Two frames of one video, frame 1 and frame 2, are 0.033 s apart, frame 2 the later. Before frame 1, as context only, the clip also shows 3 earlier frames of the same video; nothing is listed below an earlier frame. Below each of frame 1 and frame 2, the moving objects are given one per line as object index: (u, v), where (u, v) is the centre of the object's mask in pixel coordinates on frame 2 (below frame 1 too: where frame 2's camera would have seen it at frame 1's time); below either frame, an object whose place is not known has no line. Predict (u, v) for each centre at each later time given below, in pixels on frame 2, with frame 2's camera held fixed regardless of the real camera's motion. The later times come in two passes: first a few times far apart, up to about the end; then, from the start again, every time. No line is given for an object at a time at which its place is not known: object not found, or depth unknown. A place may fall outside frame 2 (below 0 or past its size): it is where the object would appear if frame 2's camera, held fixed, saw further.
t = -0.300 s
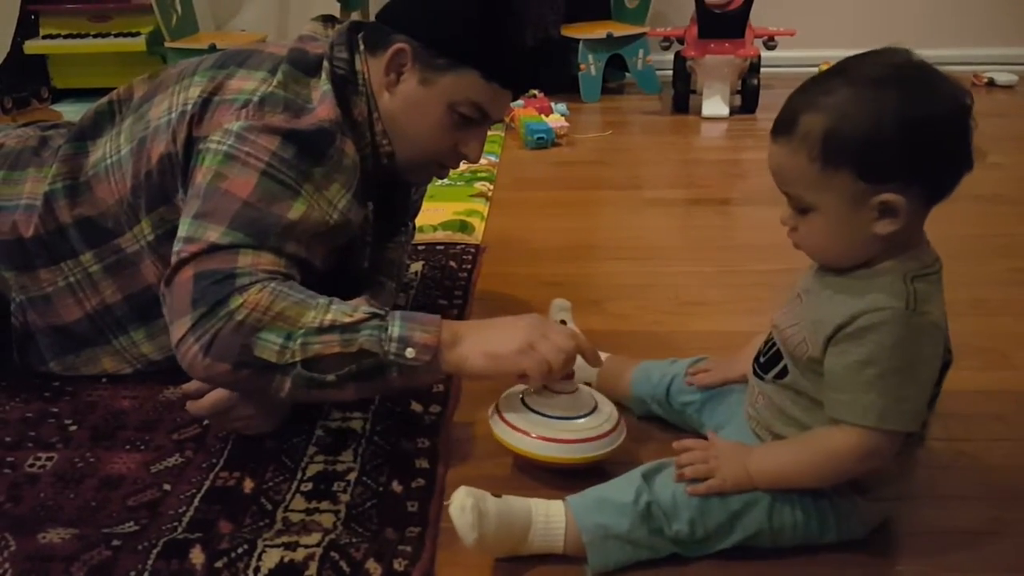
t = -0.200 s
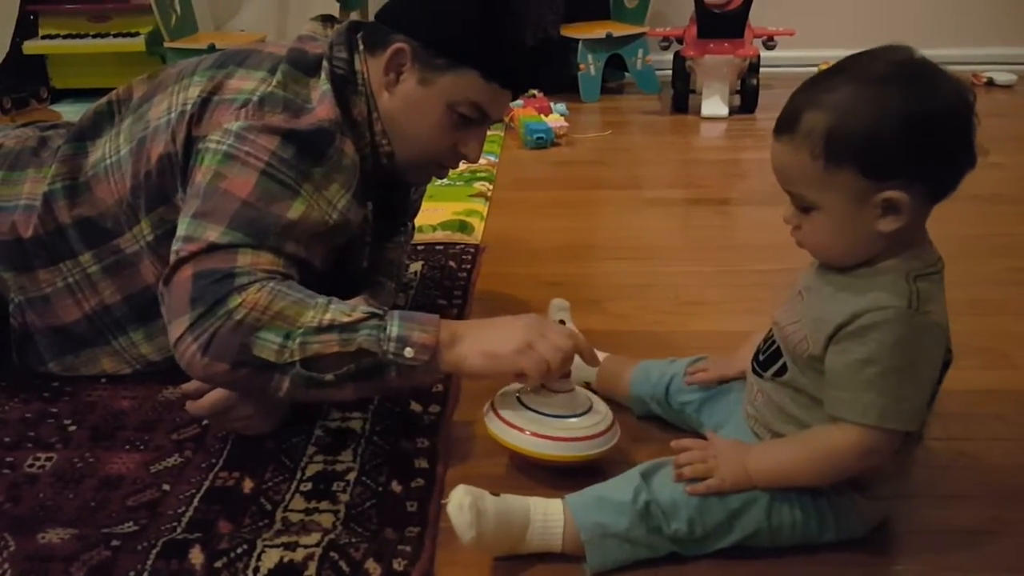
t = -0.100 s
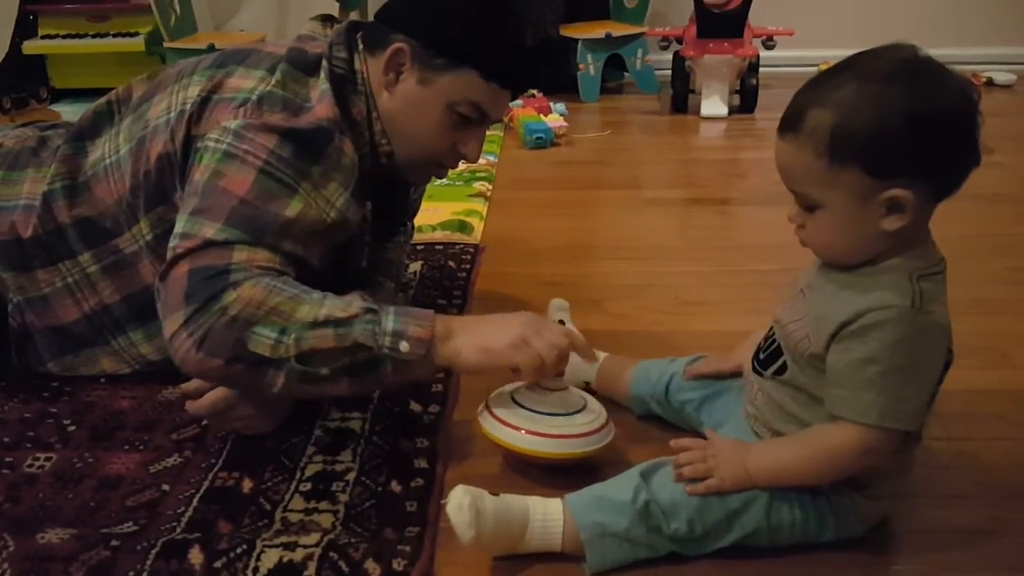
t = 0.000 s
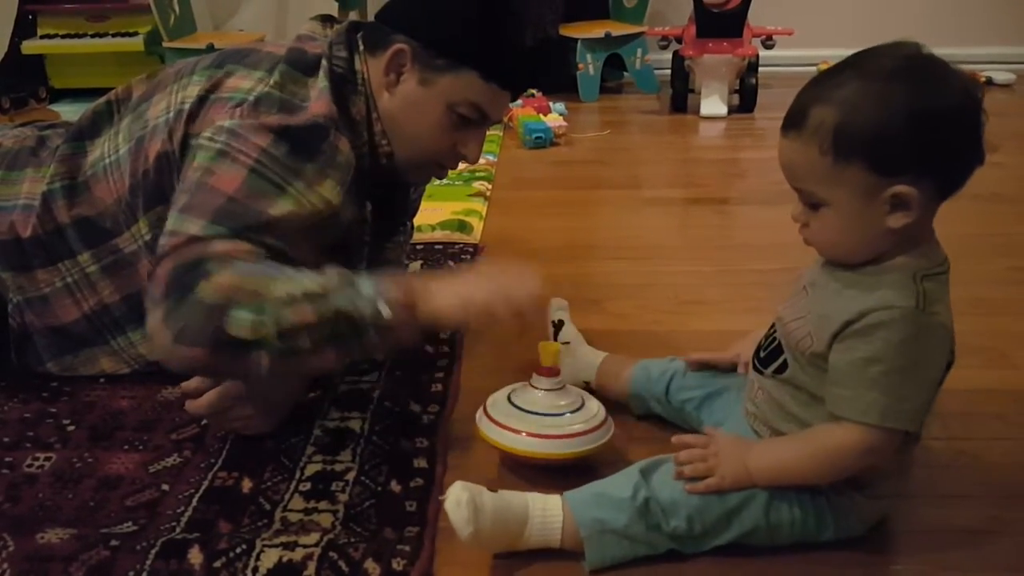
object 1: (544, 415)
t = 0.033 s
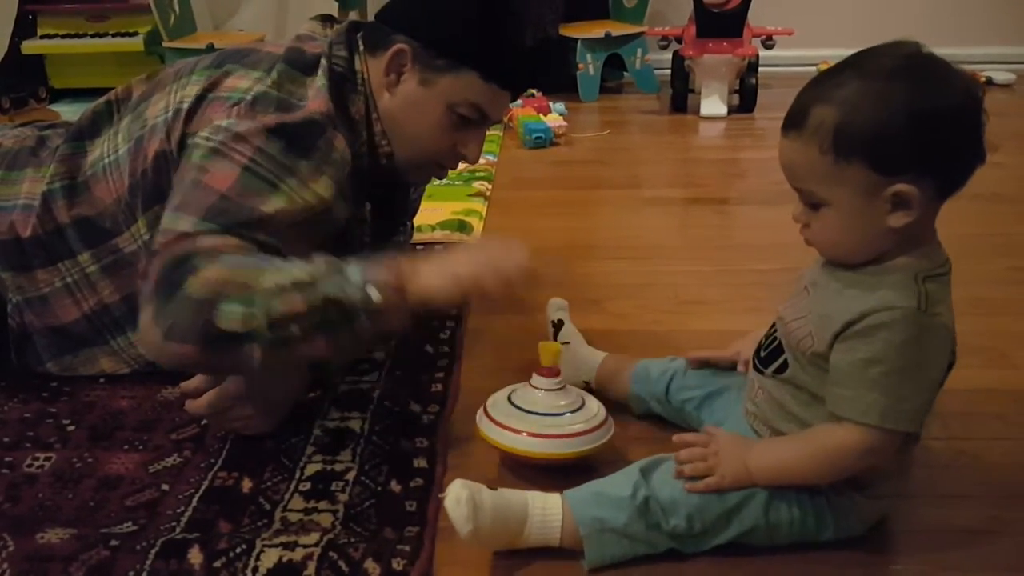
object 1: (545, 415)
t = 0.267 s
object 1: (551, 415)
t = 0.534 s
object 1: (554, 411)
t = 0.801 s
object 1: (560, 414)
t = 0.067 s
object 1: (546, 415)
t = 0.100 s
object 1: (547, 415)
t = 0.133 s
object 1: (547, 415)
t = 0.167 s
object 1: (549, 415)
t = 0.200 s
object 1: (549, 415)
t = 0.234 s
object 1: (550, 415)
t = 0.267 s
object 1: (551, 415)
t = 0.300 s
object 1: (551, 414)
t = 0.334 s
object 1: (552, 415)
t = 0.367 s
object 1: (553, 414)
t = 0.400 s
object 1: (553, 414)
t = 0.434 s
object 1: (554, 414)
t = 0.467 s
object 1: (554, 414)
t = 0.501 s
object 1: (554, 413)
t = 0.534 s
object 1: (554, 411)
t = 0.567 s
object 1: (553, 412)
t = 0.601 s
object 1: (554, 417)
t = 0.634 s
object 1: (555, 418)
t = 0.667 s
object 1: (556, 419)
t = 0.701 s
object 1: (557, 418)
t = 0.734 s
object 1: (557, 418)
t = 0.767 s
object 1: (558, 419)
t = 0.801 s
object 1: (560, 414)
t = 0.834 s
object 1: (560, 413)
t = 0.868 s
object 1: (560, 412)
